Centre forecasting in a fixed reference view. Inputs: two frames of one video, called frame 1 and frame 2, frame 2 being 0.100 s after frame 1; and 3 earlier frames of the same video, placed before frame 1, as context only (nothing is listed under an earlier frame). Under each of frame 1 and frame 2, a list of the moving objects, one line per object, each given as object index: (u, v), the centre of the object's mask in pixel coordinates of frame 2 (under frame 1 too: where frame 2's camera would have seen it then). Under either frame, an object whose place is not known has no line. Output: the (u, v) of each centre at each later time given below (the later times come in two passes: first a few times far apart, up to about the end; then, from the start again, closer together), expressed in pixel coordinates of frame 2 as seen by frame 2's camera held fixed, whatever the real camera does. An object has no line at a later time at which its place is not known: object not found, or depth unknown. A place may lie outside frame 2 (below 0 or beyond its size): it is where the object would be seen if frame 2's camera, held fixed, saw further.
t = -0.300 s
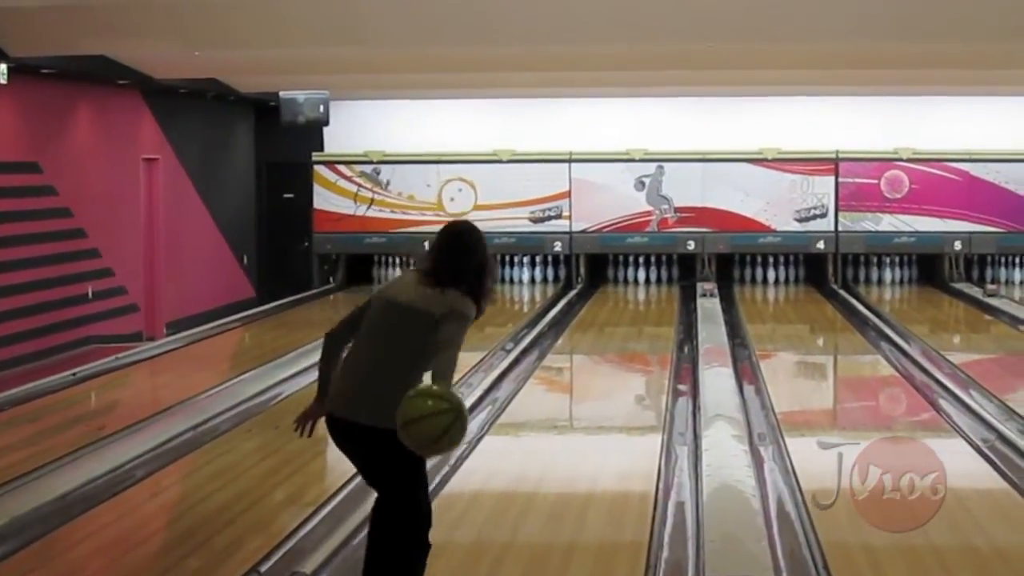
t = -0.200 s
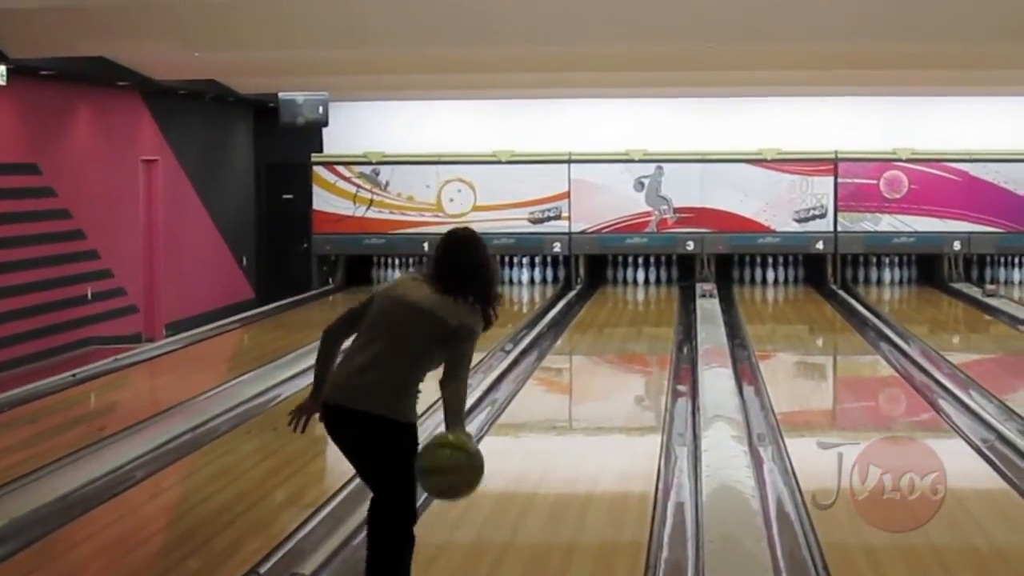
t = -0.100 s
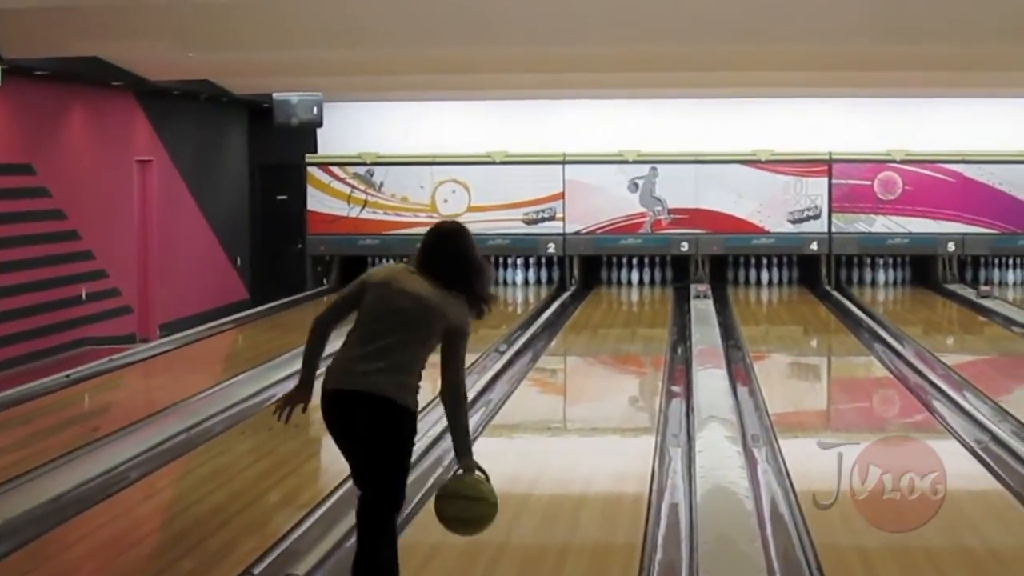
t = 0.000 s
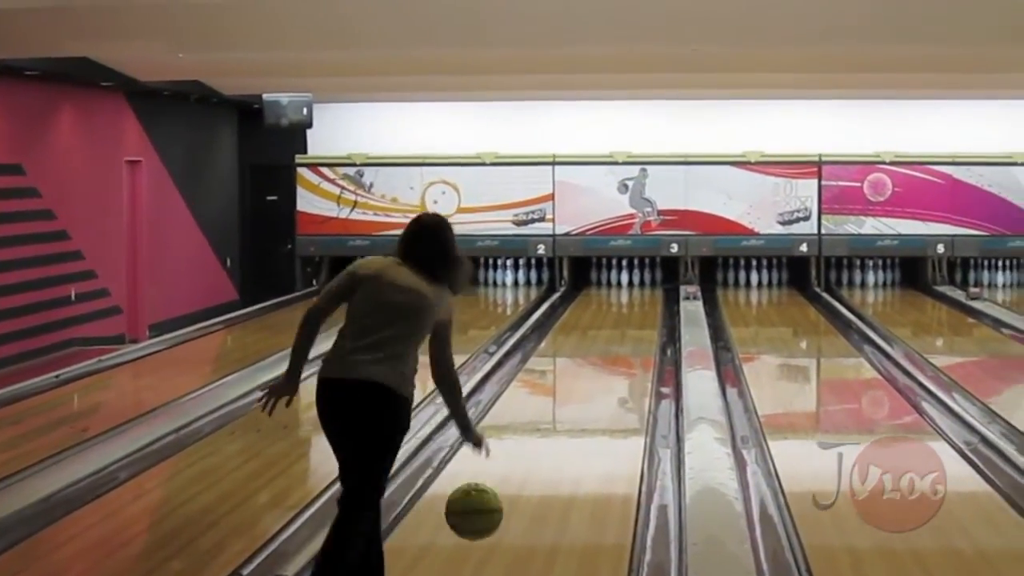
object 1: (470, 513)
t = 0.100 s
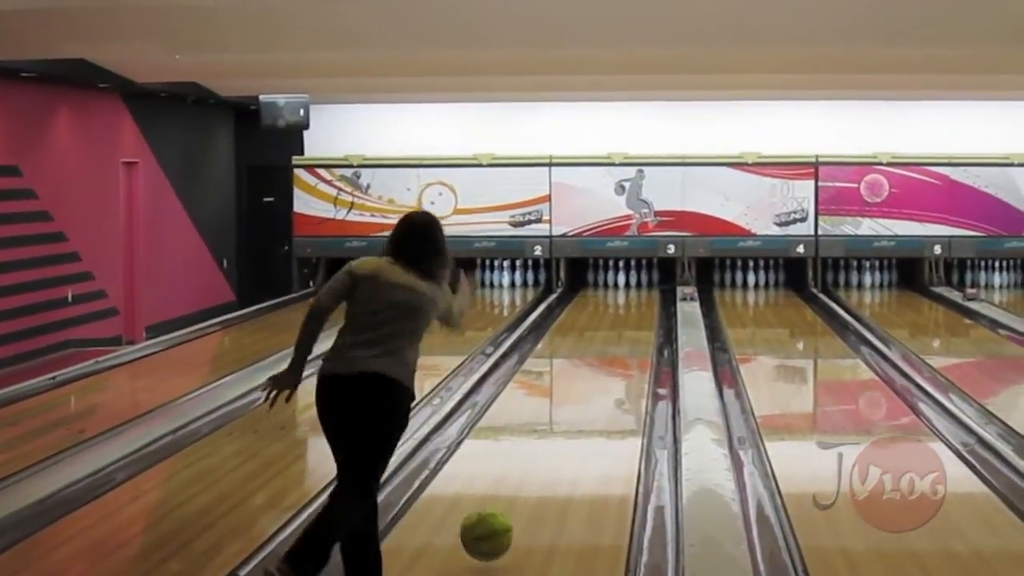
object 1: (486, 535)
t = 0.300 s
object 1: (511, 490)
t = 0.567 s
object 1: (534, 440)
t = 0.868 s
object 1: (552, 401)
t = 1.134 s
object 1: (564, 375)
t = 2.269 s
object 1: (592, 314)
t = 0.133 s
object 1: (491, 530)
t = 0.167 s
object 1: (495, 518)
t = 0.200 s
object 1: (500, 509)
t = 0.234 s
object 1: (504, 503)
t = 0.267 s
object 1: (508, 497)
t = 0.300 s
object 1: (511, 490)
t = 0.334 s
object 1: (514, 483)
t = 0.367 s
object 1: (518, 476)
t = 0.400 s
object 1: (521, 469)
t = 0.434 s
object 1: (524, 463)
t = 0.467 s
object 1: (526, 457)
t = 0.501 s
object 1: (529, 451)
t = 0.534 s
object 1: (532, 445)
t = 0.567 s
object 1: (534, 440)
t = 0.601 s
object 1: (536, 435)
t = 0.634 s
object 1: (538, 431)
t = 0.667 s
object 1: (541, 426)
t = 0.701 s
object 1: (543, 421)
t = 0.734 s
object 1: (545, 417)
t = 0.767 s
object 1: (547, 413)
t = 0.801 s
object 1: (548, 409)
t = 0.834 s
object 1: (550, 405)
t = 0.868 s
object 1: (552, 401)
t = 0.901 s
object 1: (554, 398)
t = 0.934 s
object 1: (555, 394)
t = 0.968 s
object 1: (557, 391)
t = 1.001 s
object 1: (558, 388)
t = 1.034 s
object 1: (559, 384)
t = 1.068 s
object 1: (561, 381)
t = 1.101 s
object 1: (563, 377)
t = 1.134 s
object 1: (564, 375)
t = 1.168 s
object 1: (565, 372)
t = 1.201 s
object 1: (566, 369)
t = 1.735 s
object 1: (580, 335)
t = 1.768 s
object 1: (582, 334)
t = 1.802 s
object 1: (582, 333)
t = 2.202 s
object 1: (593, 318)
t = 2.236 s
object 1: (592, 315)
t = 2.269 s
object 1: (592, 314)
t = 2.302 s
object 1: (594, 312)
